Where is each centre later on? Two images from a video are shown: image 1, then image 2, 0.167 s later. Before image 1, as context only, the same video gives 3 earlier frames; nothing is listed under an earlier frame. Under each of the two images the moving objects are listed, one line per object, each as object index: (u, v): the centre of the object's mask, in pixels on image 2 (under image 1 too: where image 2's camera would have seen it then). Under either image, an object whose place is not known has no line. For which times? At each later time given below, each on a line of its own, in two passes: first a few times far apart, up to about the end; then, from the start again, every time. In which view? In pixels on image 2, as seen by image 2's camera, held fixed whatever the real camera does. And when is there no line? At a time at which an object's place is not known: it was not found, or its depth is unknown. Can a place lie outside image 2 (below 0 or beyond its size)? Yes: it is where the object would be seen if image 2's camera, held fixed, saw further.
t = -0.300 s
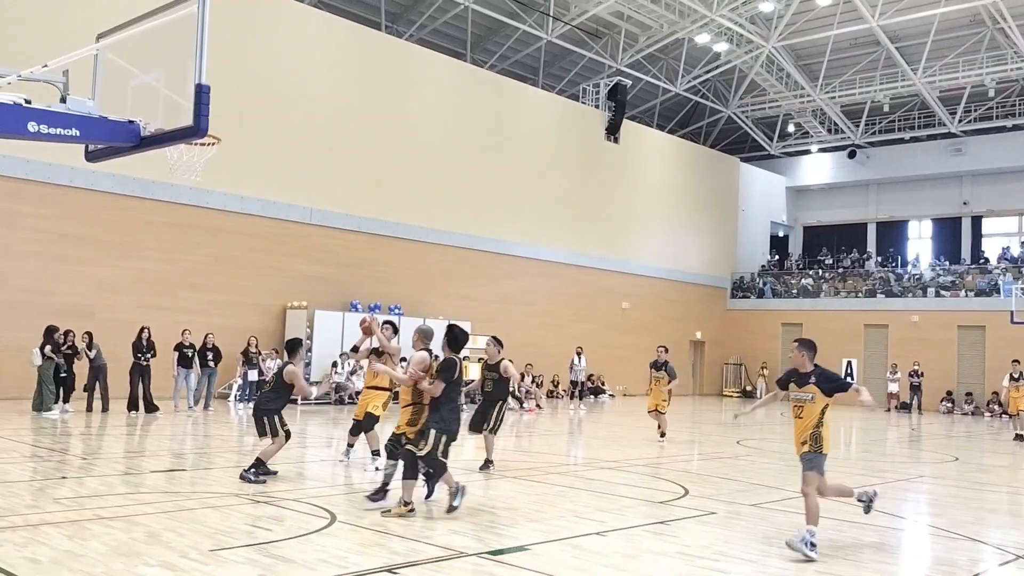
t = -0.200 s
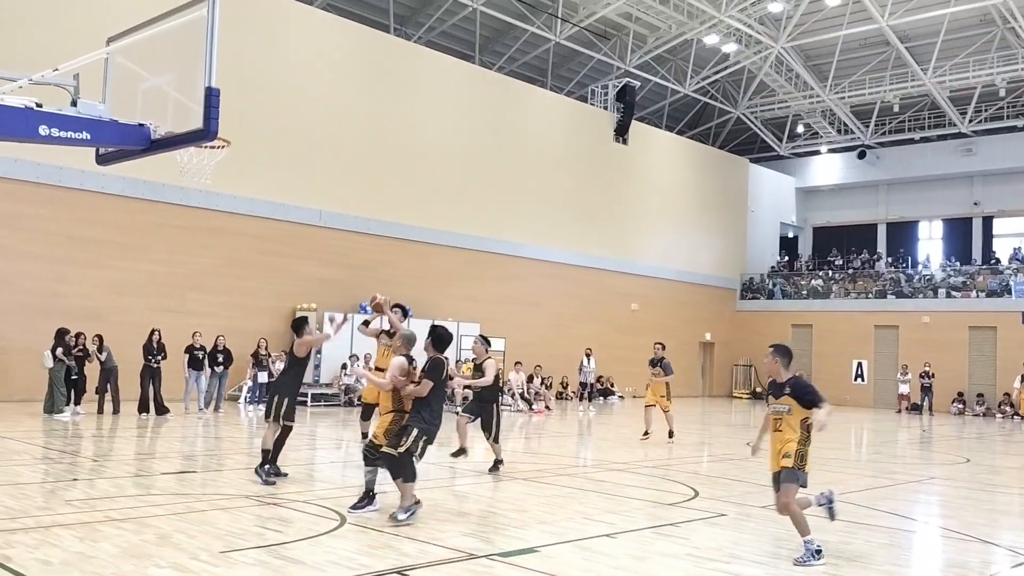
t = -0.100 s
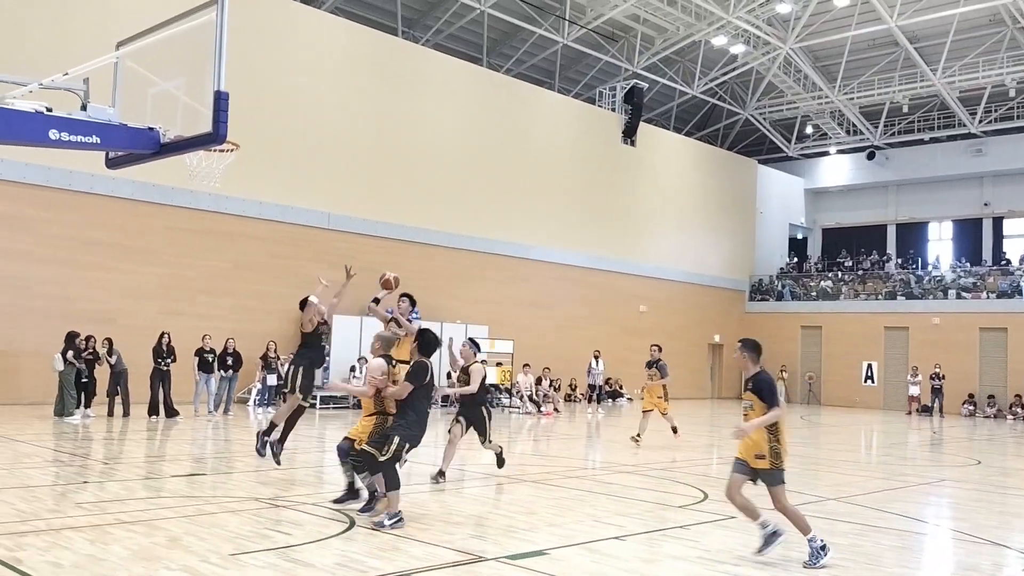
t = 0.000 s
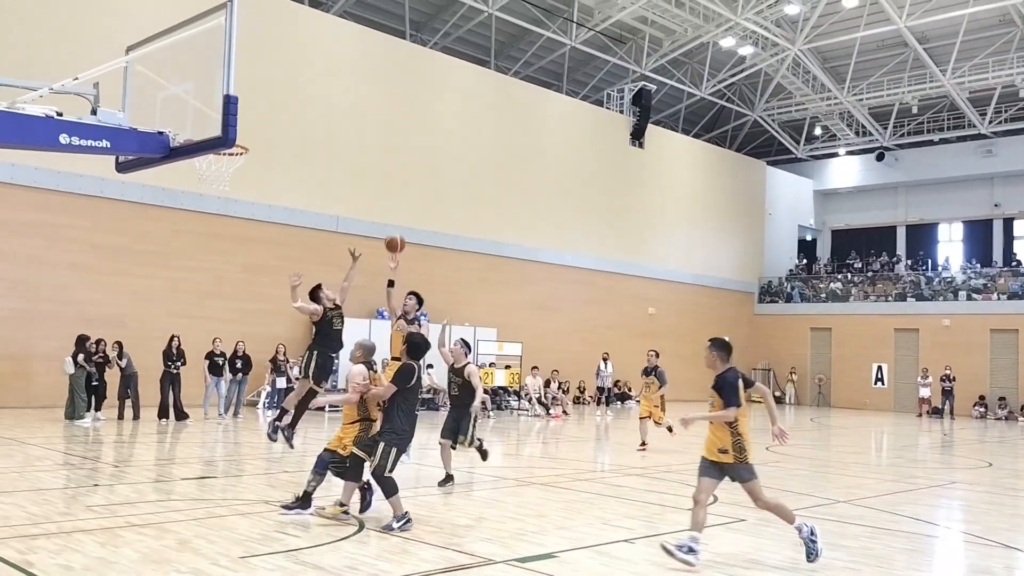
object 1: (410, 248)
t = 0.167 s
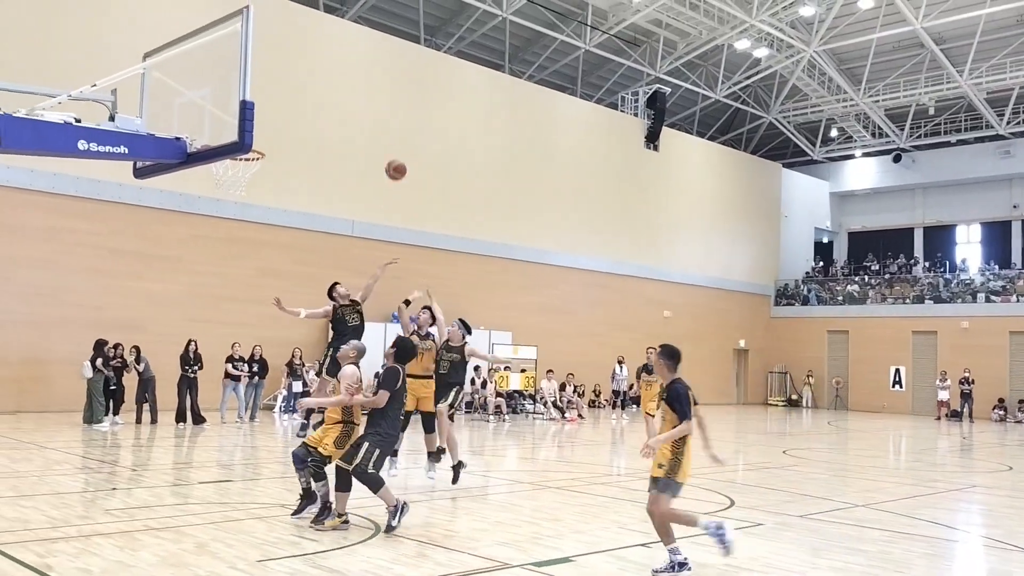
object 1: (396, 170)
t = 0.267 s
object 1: (386, 133)
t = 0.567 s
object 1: (353, 67)
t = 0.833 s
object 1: (311, 81)
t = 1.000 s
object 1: (283, 130)
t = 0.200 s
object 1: (393, 157)
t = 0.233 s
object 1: (390, 145)
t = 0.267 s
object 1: (386, 133)
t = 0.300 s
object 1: (383, 122)
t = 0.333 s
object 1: (379, 111)
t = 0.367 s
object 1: (376, 102)
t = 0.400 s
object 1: (372, 94)
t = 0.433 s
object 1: (369, 87)
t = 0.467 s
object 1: (365, 80)
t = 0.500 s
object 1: (361, 75)
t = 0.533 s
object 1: (357, 70)
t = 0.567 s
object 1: (353, 67)
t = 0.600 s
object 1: (349, 64)
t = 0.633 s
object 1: (344, 62)
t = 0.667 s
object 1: (340, 62)
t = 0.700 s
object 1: (335, 62)
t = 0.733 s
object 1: (326, 66)
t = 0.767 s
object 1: (321, 70)
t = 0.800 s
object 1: (316, 75)
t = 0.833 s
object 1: (311, 81)
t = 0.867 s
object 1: (306, 88)
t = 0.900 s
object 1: (300, 96)
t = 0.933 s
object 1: (294, 106)
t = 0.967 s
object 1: (289, 117)
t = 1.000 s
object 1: (283, 130)
